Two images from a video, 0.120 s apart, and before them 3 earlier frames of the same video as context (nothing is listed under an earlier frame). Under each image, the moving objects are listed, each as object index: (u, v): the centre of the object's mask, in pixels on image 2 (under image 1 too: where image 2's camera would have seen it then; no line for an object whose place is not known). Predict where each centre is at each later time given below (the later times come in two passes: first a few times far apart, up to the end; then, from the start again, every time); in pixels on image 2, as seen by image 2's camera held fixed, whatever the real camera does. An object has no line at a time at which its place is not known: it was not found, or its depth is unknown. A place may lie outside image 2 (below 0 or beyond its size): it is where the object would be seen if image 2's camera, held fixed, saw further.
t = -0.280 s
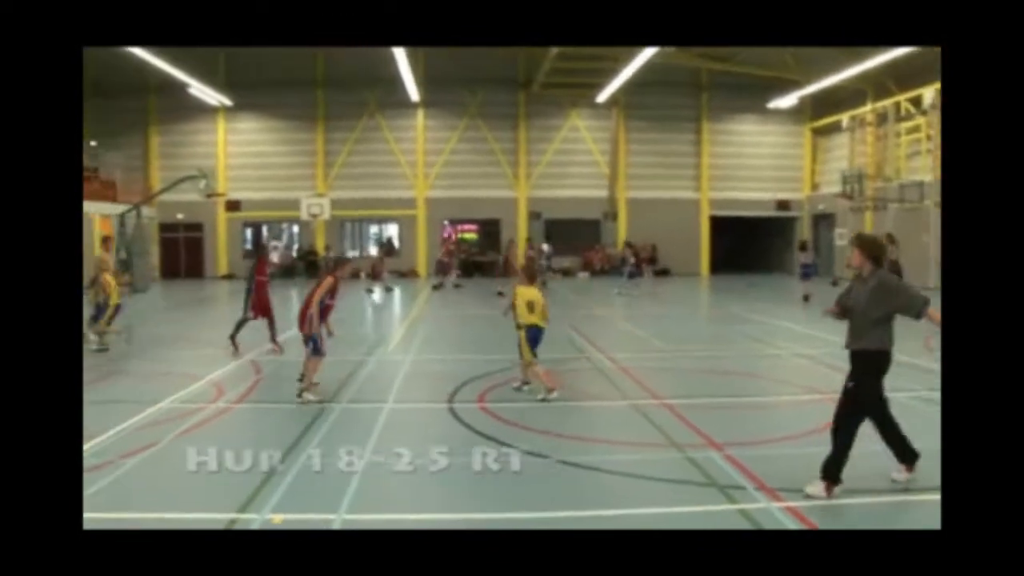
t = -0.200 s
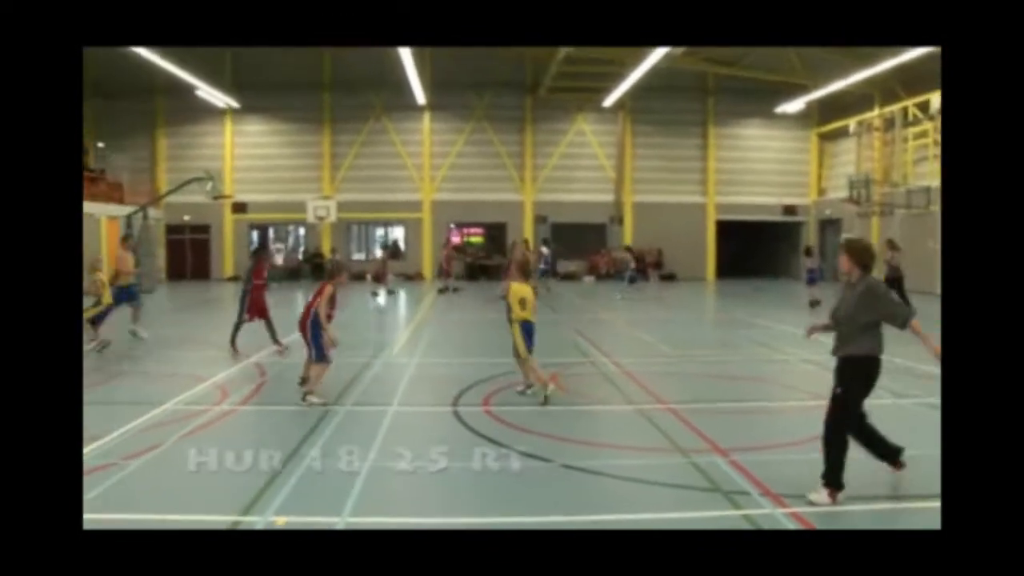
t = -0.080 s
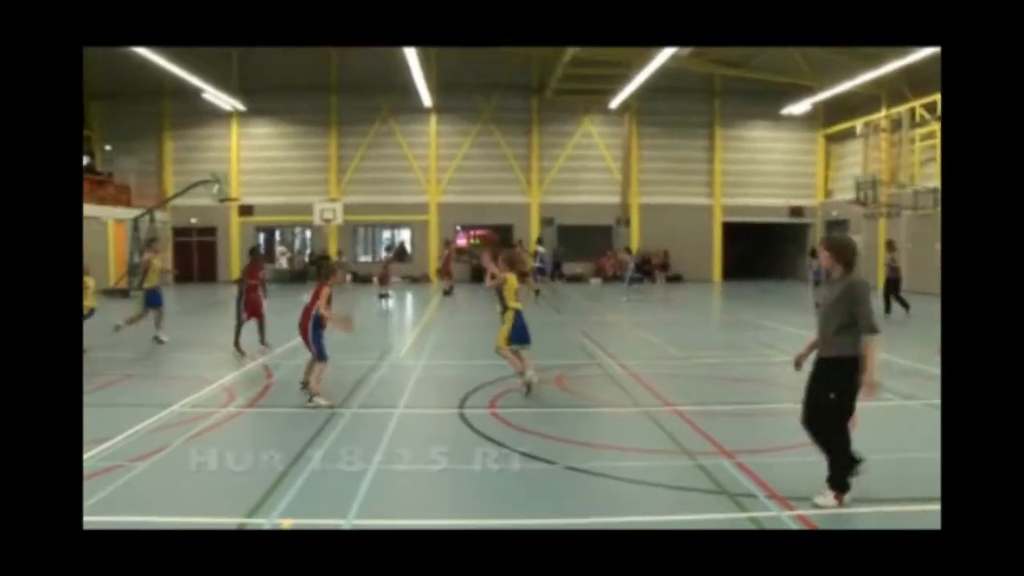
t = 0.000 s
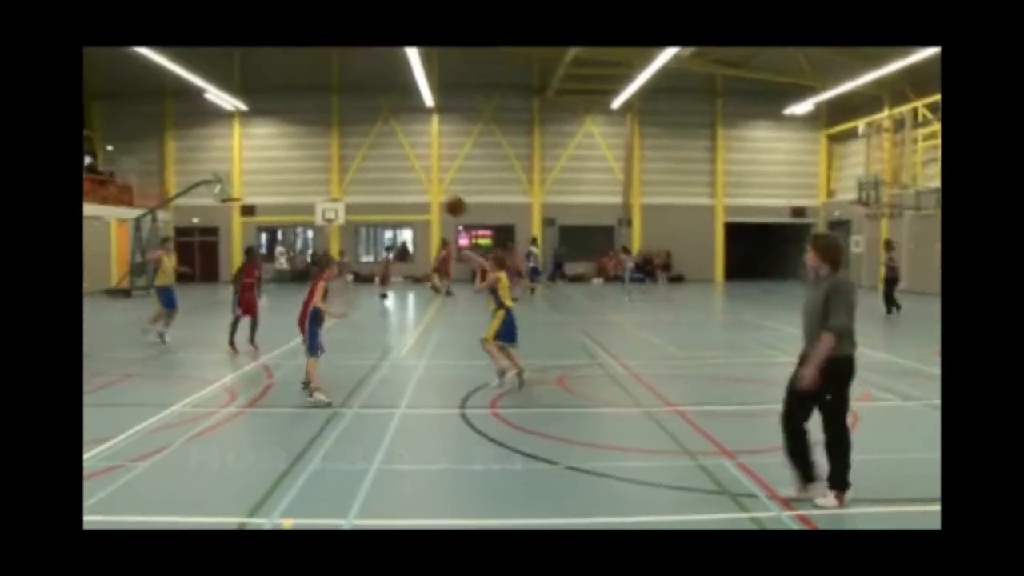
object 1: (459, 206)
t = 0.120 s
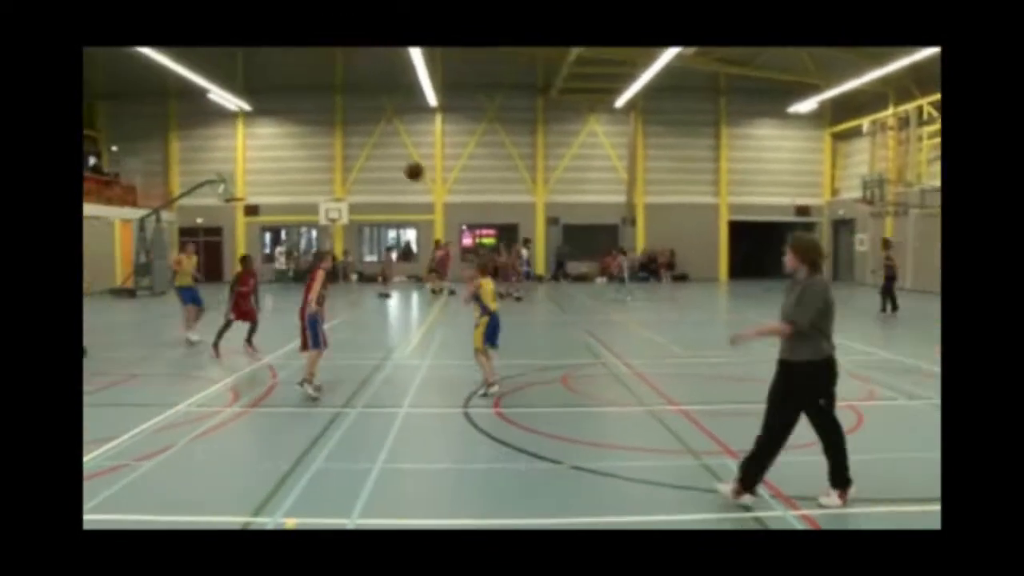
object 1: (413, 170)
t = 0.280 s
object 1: (366, 148)
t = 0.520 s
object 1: (309, 149)
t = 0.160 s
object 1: (401, 163)
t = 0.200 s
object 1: (388, 156)
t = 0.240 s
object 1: (377, 152)
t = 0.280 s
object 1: (366, 148)
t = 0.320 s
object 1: (355, 146)
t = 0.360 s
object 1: (345, 144)
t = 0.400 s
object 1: (336, 144)
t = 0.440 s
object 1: (326, 145)
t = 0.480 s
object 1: (318, 147)
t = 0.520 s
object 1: (309, 149)
